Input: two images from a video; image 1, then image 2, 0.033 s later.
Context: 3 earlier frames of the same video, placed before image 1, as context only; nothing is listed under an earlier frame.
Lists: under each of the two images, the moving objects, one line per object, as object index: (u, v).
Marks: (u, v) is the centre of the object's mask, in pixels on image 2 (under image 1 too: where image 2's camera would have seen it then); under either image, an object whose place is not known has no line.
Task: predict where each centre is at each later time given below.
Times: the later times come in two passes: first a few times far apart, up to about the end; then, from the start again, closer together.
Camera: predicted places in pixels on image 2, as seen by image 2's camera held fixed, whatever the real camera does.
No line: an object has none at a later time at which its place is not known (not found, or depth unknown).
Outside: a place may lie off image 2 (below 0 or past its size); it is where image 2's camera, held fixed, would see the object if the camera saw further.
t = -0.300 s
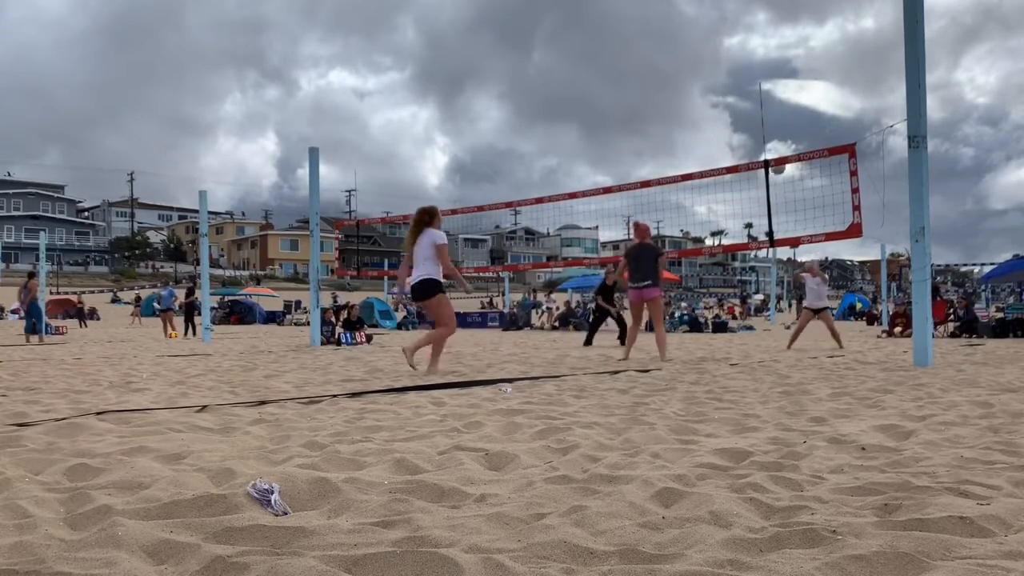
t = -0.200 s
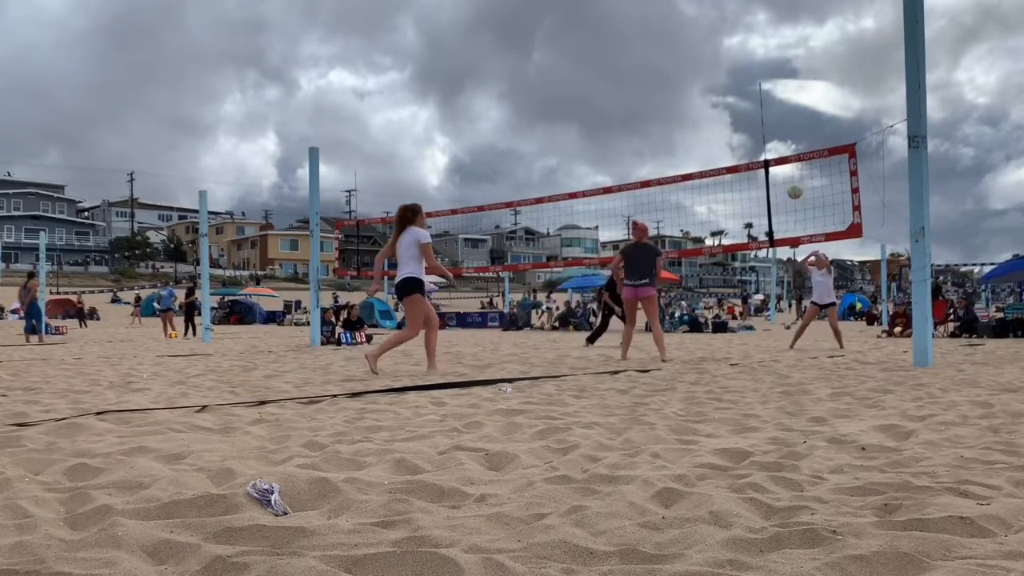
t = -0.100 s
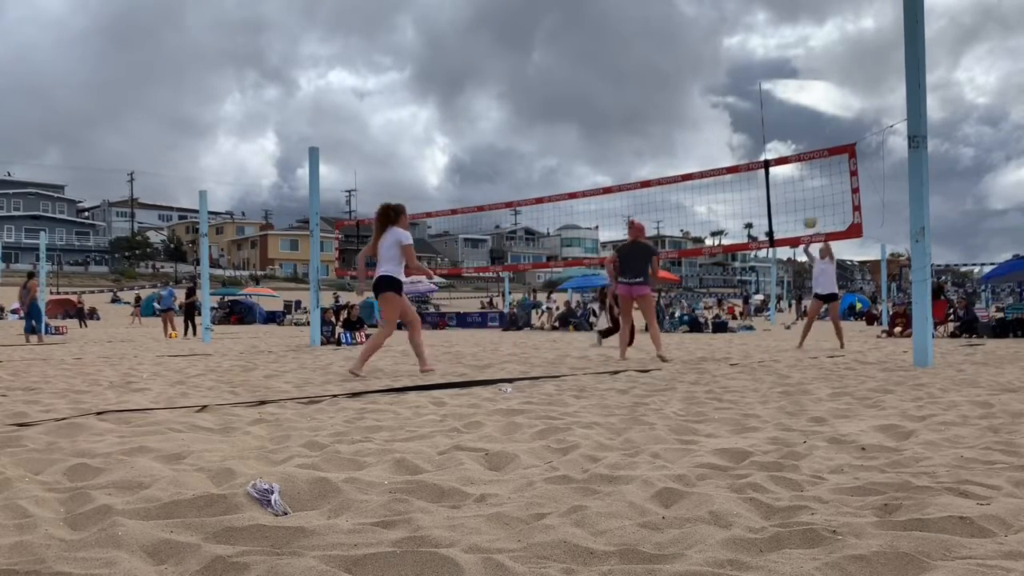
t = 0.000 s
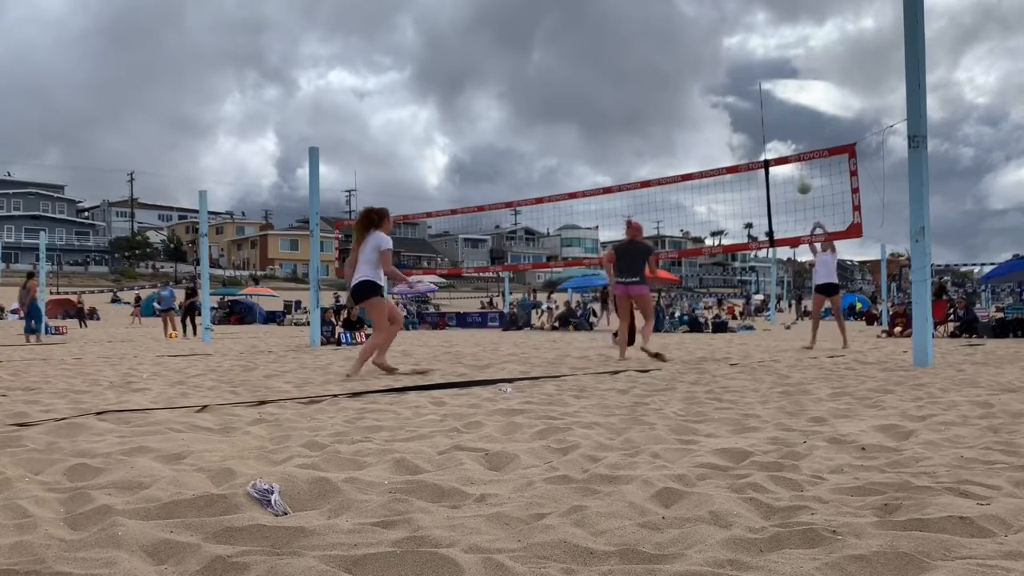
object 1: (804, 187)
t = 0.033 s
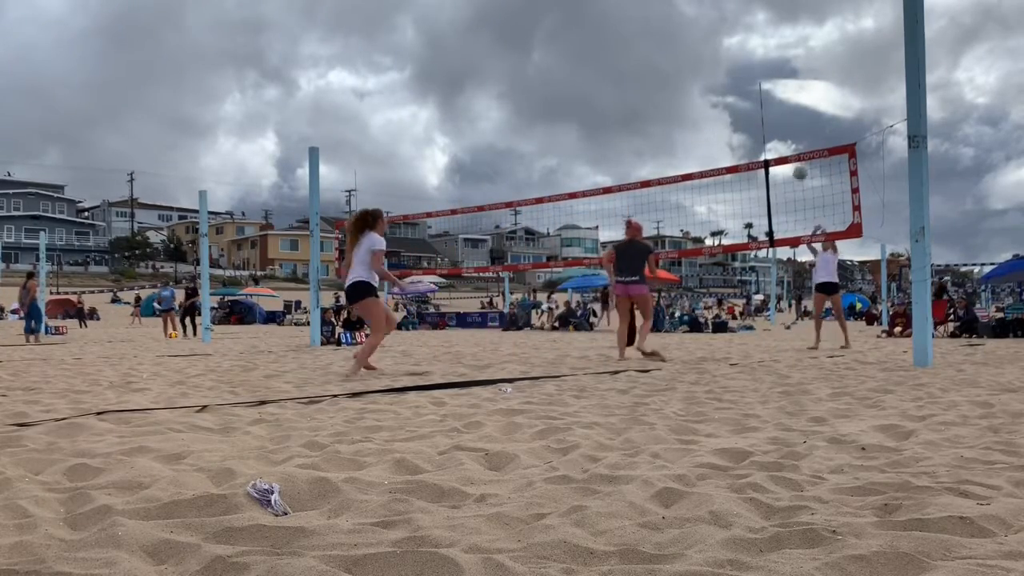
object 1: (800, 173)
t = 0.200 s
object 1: (782, 112)
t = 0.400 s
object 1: (759, 64)
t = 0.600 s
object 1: (736, 44)
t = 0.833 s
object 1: (710, 52)
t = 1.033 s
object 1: (689, 85)
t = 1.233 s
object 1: (668, 141)
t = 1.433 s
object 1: (647, 218)
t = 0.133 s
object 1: (789, 135)
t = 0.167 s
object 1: (786, 123)
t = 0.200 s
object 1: (782, 112)
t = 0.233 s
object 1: (778, 102)
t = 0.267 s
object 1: (774, 93)
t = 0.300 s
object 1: (770, 85)
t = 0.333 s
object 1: (766, 78)
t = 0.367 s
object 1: (762, 71)
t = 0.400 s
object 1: (759, 64)
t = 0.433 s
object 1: (755, 59)
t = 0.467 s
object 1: (751, 55)
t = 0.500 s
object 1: (747, 51)
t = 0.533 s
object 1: (744, 48)
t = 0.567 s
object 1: (740, 46)
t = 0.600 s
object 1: (736, 44)
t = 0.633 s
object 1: (733, 43)
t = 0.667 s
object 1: (729, 43)
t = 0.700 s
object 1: (725, 43)
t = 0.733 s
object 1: (721, 45)
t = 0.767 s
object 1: (718, 46)
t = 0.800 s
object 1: (714, 49)
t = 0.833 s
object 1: (710, 52)
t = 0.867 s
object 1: (707, 55)
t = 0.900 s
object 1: (703, 60)
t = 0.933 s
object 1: (699, 66)
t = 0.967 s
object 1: (696, 71)
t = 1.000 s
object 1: (692, 78)
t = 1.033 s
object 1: (689, 85)
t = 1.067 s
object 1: (685, 93)
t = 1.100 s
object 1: (682, 101)
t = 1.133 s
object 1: (678, 110)
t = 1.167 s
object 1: (675, 120)
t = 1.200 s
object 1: (671, 130)
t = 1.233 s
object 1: (668, 141)
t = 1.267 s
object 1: (664, 153)
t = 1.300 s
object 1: (661, 164)
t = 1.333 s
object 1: (657, 175)
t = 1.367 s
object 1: (654, 192)
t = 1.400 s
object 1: (651, 204)
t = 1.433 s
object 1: (647, 218)
